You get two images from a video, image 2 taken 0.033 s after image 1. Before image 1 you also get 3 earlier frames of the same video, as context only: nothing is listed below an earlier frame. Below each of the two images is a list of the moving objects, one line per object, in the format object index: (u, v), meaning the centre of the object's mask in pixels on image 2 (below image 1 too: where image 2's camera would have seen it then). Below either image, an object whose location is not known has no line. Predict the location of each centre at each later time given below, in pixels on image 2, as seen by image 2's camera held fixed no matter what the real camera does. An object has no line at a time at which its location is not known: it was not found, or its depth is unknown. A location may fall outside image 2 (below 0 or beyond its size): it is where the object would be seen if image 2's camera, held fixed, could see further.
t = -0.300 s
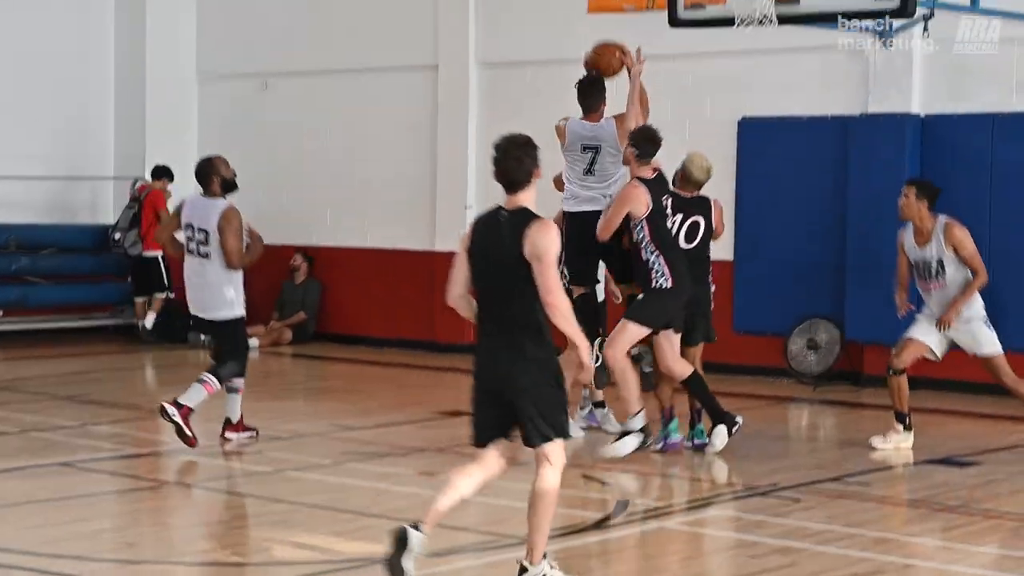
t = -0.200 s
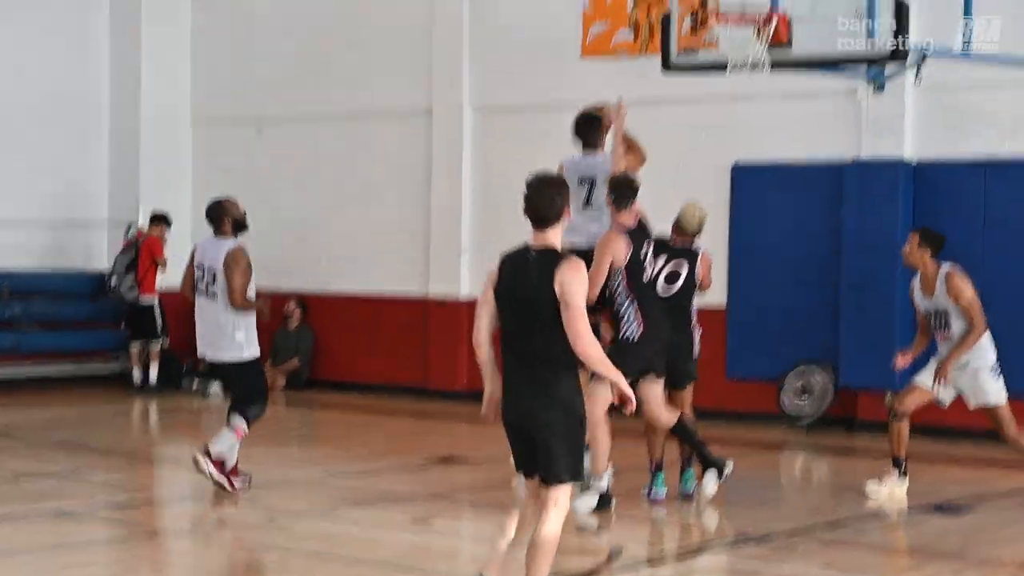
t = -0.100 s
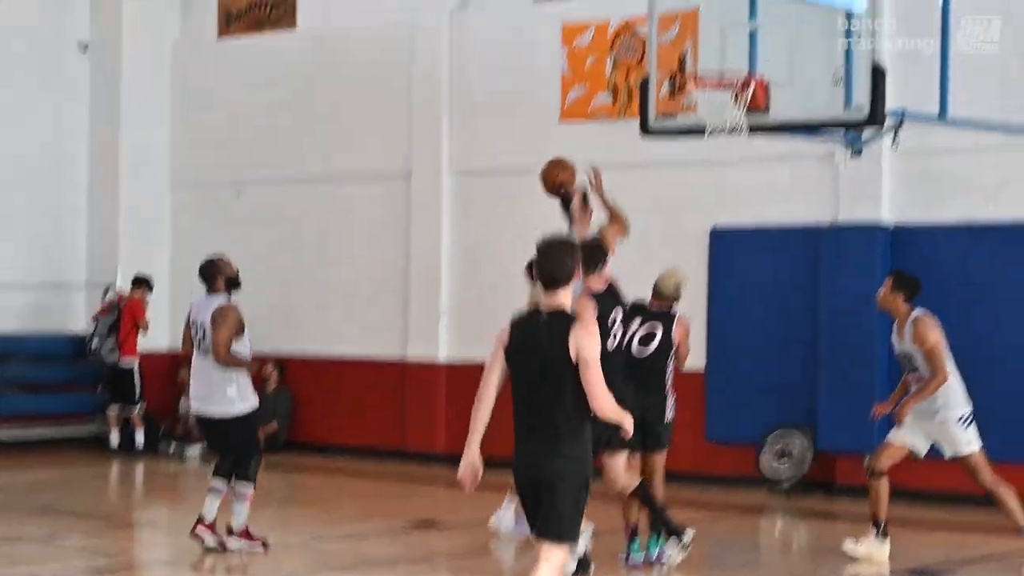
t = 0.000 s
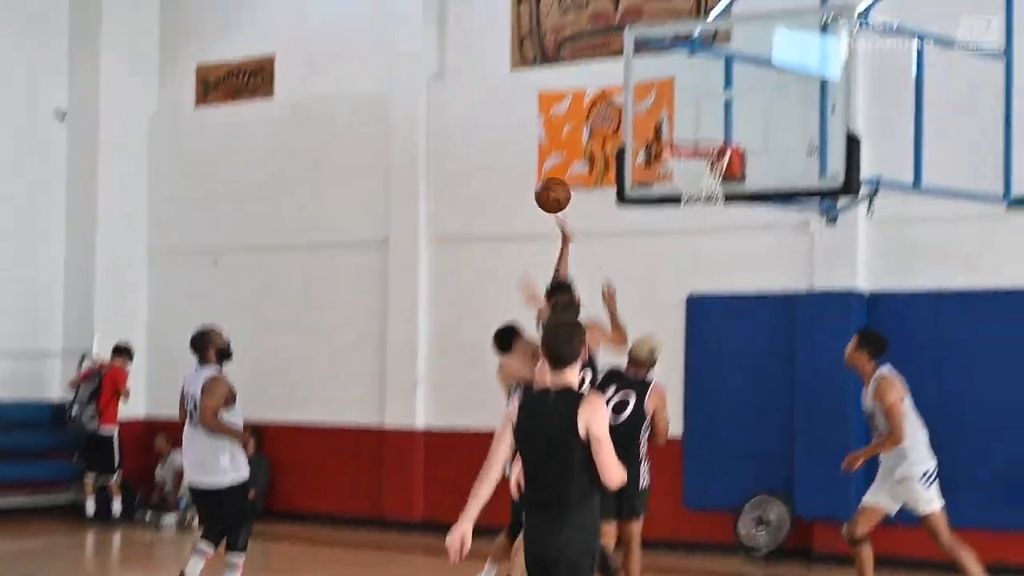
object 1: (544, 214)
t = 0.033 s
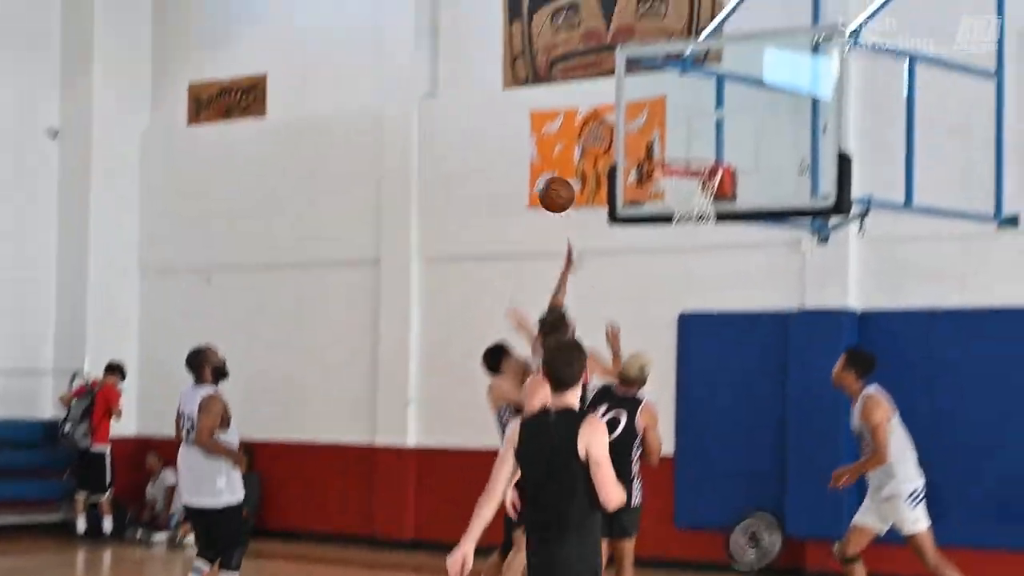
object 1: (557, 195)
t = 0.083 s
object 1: (574, 169)
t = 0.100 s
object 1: (580, 162)
